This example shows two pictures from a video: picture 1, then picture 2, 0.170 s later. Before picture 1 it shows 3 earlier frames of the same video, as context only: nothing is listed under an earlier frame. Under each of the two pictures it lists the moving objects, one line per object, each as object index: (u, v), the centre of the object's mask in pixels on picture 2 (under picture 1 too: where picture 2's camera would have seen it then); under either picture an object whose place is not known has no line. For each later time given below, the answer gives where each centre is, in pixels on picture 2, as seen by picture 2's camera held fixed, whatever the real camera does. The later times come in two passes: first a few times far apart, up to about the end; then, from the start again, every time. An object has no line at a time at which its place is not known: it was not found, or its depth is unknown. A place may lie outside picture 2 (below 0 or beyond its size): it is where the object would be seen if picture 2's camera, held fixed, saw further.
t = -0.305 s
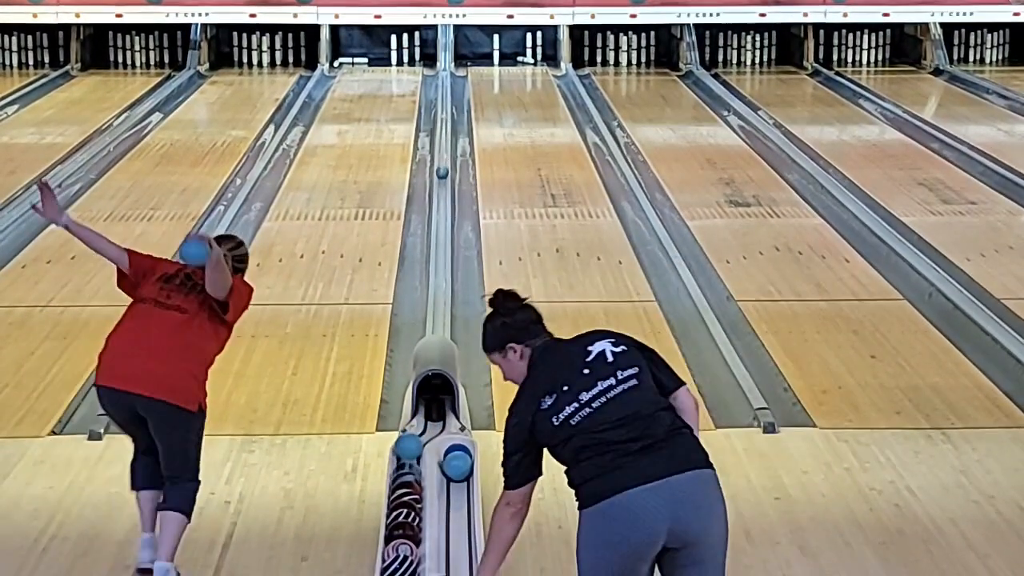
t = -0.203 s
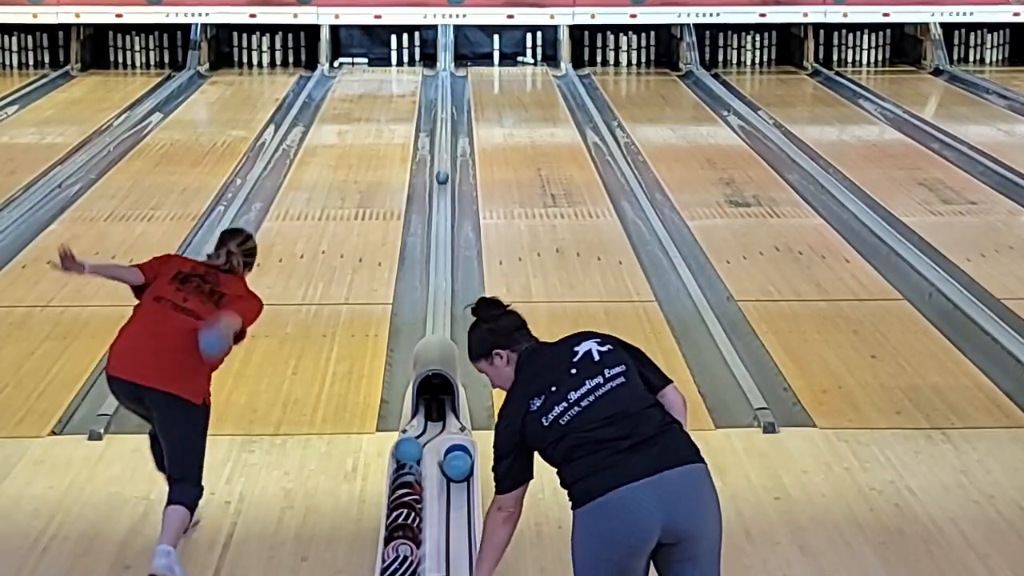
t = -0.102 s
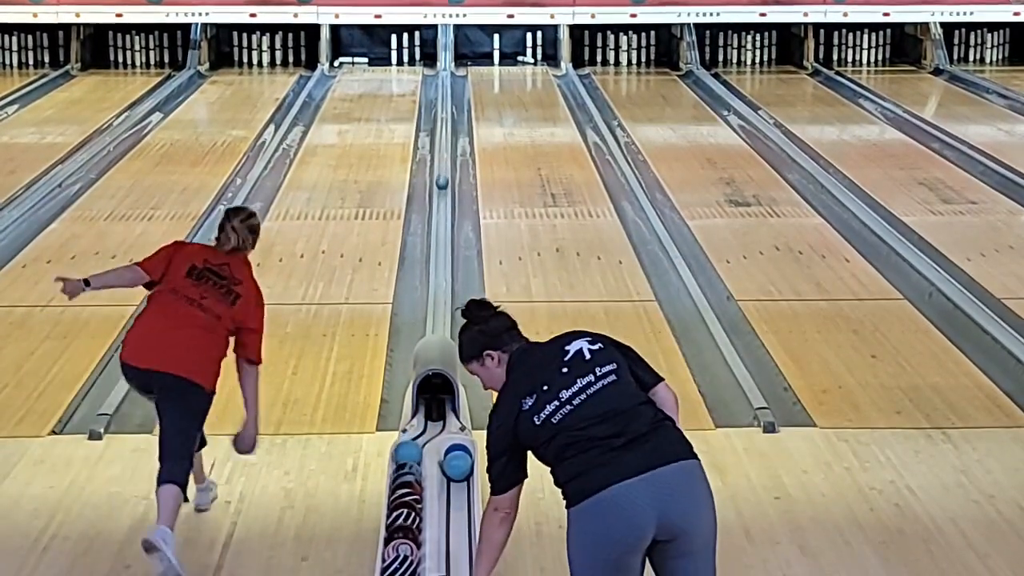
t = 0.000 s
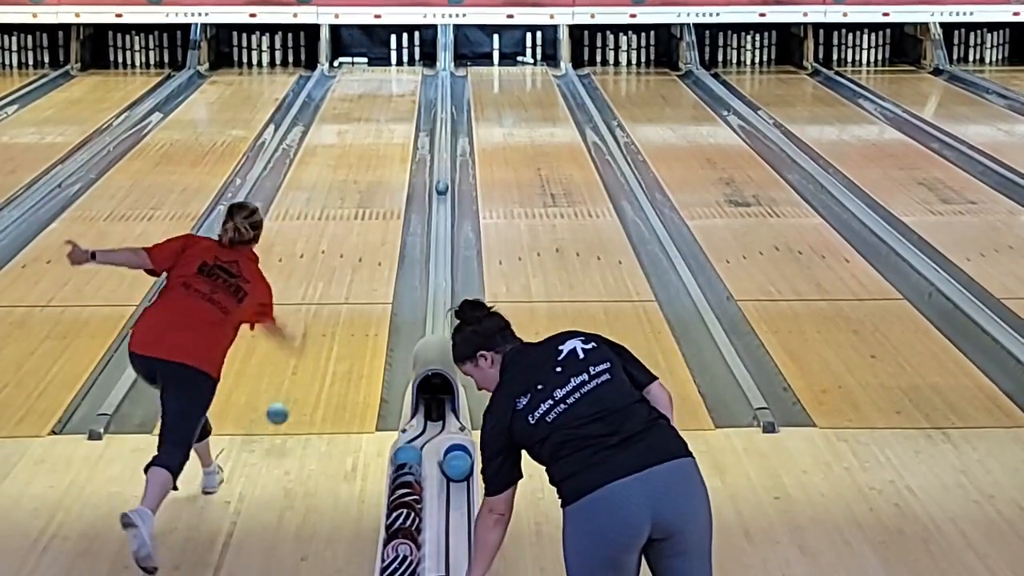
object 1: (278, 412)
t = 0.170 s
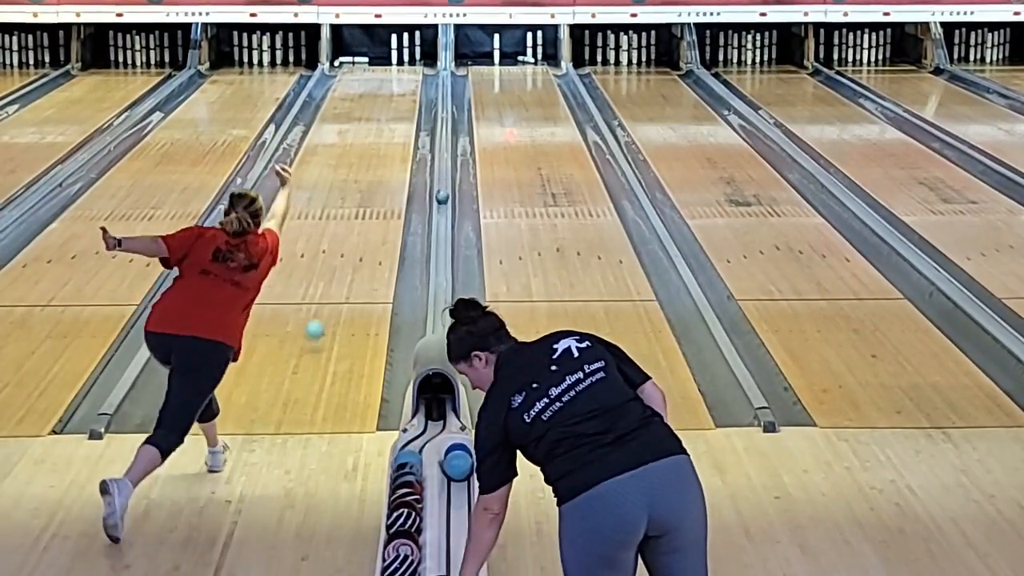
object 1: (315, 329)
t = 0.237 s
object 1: (326, 304)
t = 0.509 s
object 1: (357, 225)
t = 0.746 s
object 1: (376, 173)
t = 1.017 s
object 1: (388, 132)
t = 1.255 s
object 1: (395, 105)
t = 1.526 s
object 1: (401, 81)
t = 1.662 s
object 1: (403, 68)
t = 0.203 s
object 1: (320, 316)
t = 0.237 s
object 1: (326, 304)
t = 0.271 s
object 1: (330, 295)
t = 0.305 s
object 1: (335, 286)
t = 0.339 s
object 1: (340, 273)
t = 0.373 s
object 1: (343, 263)
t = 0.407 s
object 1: (348, 253)
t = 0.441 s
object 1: (351, 243)
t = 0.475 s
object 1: (354, 234)
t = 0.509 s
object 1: (357, 225)
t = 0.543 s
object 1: (360, 216)
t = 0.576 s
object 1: (364, 207)
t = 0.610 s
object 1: (366, 200)
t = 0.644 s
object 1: (368, 193)
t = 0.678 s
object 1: (371, 186)
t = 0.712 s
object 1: (373, 179)
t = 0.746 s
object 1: (376, 173)
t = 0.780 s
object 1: (377, 167)
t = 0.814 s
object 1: (379, 161)
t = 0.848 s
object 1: (381, 156)
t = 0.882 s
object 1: (382, 150)
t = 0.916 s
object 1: (384, 146)
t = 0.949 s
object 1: (385, 140)
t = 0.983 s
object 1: (387, 136)
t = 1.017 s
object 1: (388, 132)
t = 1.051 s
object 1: (390, 128)
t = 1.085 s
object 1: (391, 123)
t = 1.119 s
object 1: (392, 119)
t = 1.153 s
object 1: (393, 115)
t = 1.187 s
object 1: (394, 112)
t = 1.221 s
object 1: (395, 108)
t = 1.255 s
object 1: (395, 105)
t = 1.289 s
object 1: (397, 102)
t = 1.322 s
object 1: (398, 98)
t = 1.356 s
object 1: (399, 95)
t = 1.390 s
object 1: (399, 93)
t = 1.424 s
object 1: (399, 90)
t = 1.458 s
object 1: (400, 87)
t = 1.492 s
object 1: (401, 84)
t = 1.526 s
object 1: (401, 81)
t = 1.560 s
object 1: (401, 79)
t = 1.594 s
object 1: (402, 76)
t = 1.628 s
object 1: (401, 72)
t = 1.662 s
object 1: (403, 68)
